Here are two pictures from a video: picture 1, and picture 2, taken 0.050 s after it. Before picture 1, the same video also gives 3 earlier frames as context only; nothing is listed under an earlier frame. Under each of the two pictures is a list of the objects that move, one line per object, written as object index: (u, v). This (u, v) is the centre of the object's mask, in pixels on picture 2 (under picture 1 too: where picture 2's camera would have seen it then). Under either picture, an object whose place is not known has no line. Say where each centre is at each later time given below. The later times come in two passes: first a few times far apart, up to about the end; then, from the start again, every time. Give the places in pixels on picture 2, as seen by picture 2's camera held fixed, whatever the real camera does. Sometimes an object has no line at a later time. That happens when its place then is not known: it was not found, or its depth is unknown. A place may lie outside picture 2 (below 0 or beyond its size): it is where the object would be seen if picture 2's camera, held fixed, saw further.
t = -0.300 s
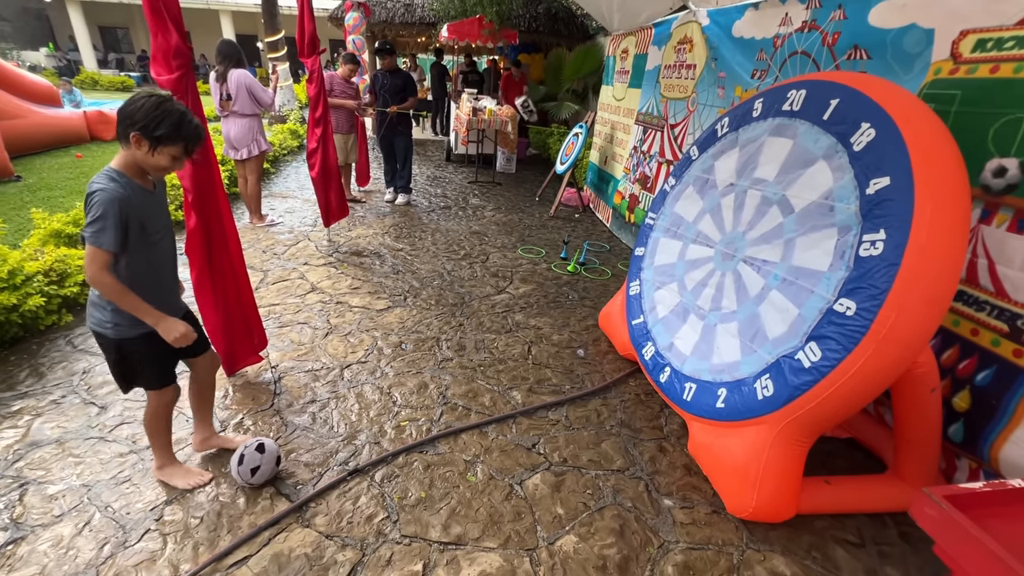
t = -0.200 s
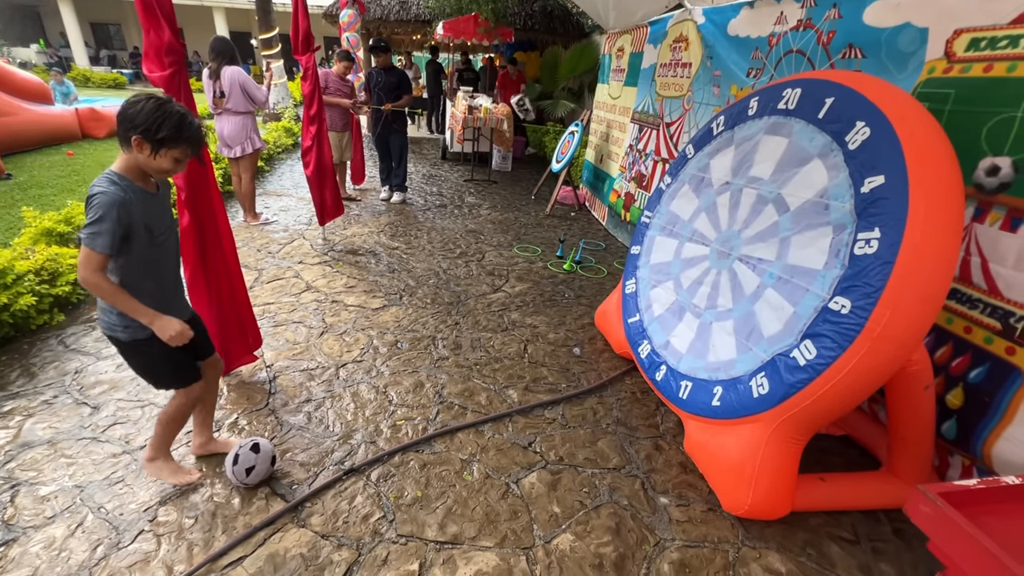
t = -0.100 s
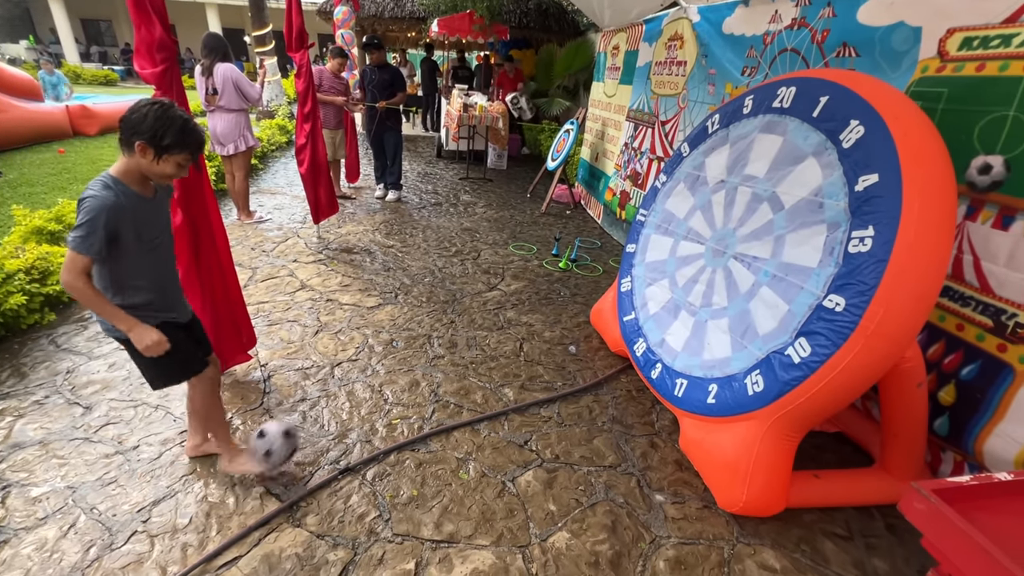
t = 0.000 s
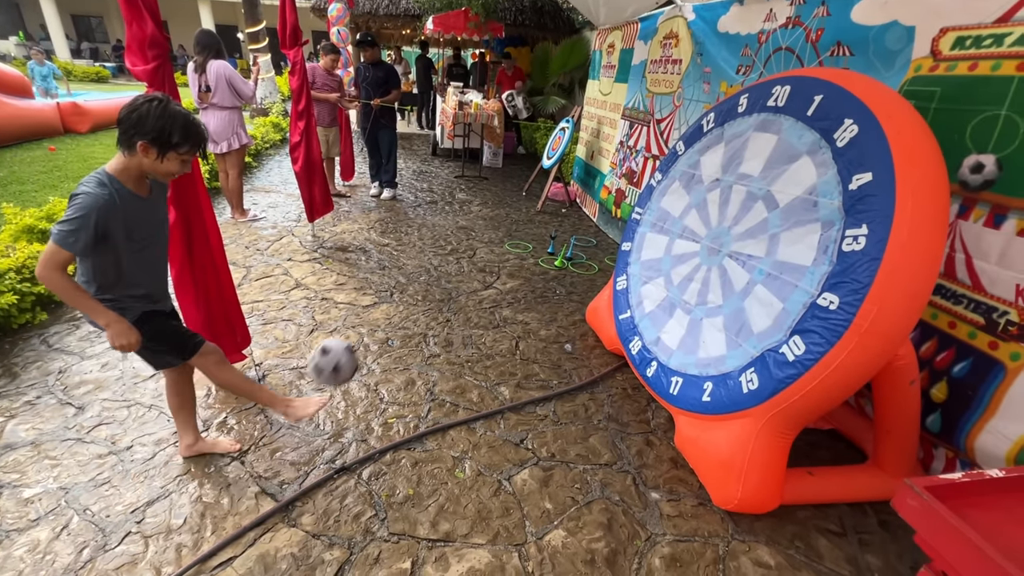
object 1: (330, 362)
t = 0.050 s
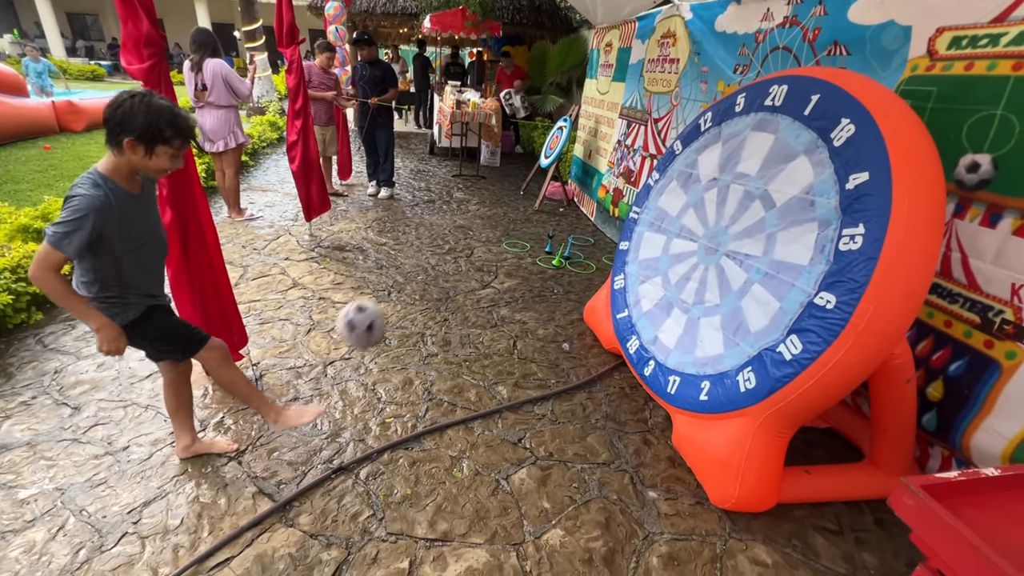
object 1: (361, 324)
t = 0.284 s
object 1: (519, 231)
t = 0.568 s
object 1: (673, 309)
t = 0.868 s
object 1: (690, 370)
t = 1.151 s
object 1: (691, 371)
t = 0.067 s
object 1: (372, 314)
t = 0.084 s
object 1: (383, 302)
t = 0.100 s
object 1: (393, 293)
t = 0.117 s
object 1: (404, 284)
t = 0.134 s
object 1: (415, 275)
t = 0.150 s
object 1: (426, 267)
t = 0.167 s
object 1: (438, 260)
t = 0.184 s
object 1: (449, 254)
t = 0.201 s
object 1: (460, 248)
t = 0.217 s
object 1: (472, 242)
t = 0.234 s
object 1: (483, 238)
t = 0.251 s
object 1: (494, 234)
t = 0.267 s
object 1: (505, 233)
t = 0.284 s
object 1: (519, 231)
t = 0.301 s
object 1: (528, 230)
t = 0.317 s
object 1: (539, 229)
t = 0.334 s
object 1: (550, 230)
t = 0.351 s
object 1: (560, 231)
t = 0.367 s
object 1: (570, 233)
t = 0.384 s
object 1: (579, 237)
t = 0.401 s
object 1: (589, 240)
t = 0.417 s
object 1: (598, 243)
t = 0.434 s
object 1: (608, 248)
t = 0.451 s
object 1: (617, 253)
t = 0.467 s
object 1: (626, 261)
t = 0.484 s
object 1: (634, 268)
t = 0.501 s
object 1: (643, 275)
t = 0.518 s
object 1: (650, 283)
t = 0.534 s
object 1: (659, 291)
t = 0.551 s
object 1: (665, 299)
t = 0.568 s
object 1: (673, 309)
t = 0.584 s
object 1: (680, 319)
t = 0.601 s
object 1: (686, 328)
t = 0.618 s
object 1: (692, 339)
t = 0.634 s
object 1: (700, 351)
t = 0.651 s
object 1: (706, 358)
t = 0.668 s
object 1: (705, 362)
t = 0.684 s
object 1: (701, 364)
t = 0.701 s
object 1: (697, 365)
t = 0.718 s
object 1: (693, 367)
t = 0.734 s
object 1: (690, 367)
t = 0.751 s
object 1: (689, 367)
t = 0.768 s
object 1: (689, 368)
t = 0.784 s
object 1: (689, 368)
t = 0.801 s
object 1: (688, 368)
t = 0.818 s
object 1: (689, 369)
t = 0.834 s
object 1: (689, 369)
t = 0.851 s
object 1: (689, 370)
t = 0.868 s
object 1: (690, 370)
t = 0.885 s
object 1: (691, 371)
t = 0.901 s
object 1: (691, 372)
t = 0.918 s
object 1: (692, 372)
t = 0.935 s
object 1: (691, 372)
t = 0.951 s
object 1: (692, 372)
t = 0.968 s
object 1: (692, 371)
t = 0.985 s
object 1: (691, 371)
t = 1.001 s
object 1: (691, 371)
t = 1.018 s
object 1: (692, 371)
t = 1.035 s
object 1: (691, 370)
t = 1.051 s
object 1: (691, 370)
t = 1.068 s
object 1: (691, 370)
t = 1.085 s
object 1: (691, 370)
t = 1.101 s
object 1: (691, 370)
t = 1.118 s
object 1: (691, 370)
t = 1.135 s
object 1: (691, 370)
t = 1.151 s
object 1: (691, 371)
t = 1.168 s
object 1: (691, 371)
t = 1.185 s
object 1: (690, 371)
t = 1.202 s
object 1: (690, 371)
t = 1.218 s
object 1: (690, 371)
